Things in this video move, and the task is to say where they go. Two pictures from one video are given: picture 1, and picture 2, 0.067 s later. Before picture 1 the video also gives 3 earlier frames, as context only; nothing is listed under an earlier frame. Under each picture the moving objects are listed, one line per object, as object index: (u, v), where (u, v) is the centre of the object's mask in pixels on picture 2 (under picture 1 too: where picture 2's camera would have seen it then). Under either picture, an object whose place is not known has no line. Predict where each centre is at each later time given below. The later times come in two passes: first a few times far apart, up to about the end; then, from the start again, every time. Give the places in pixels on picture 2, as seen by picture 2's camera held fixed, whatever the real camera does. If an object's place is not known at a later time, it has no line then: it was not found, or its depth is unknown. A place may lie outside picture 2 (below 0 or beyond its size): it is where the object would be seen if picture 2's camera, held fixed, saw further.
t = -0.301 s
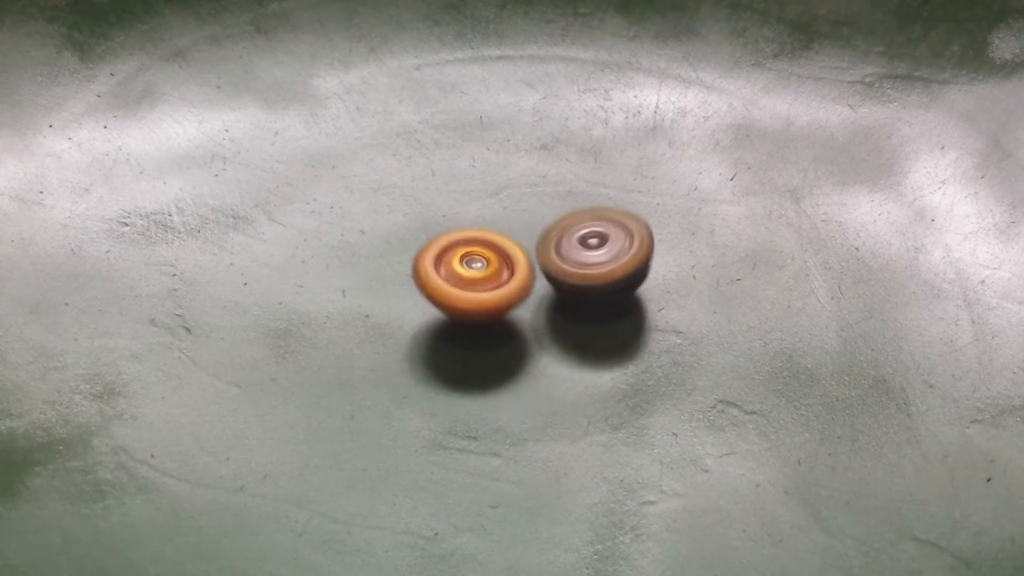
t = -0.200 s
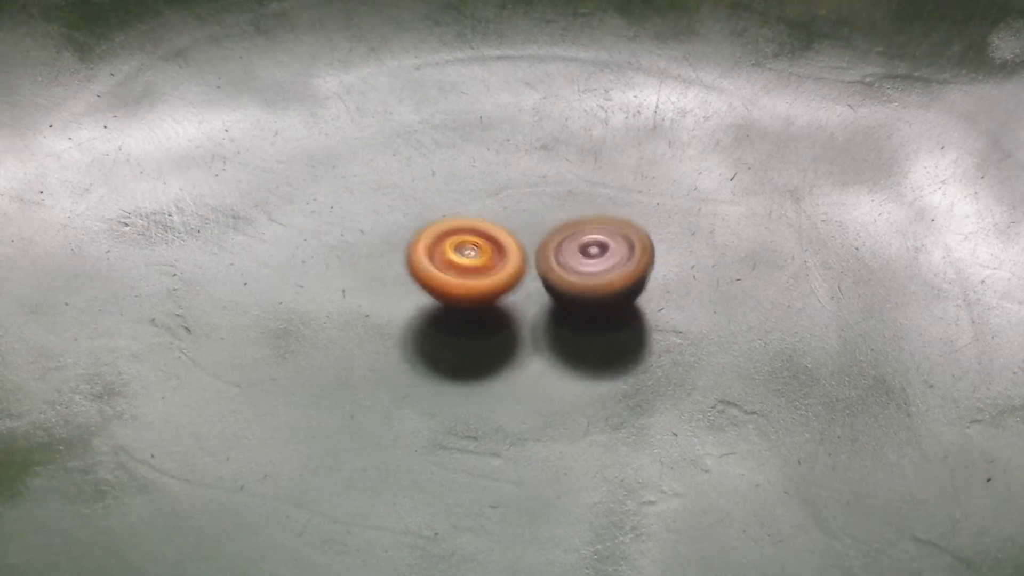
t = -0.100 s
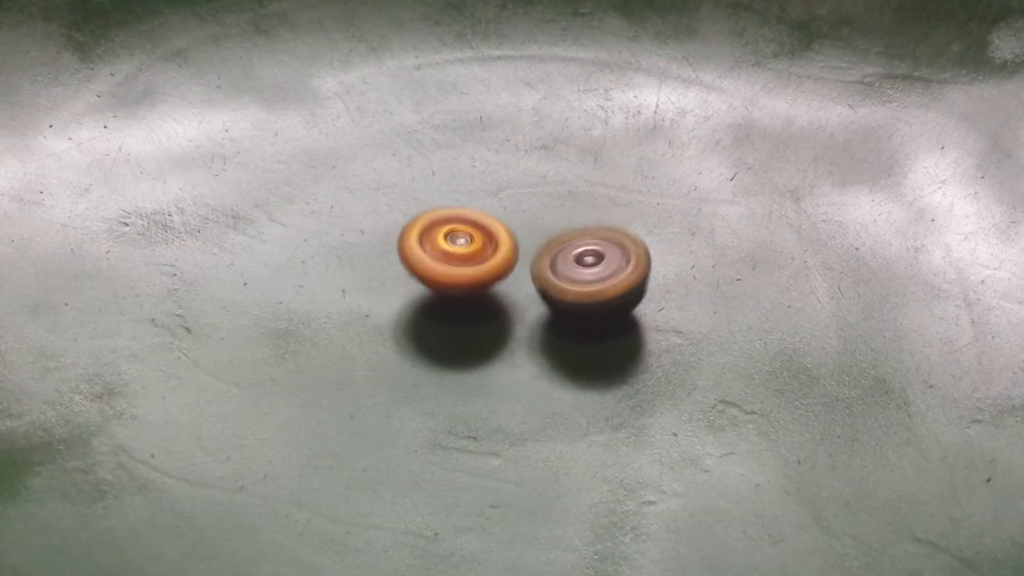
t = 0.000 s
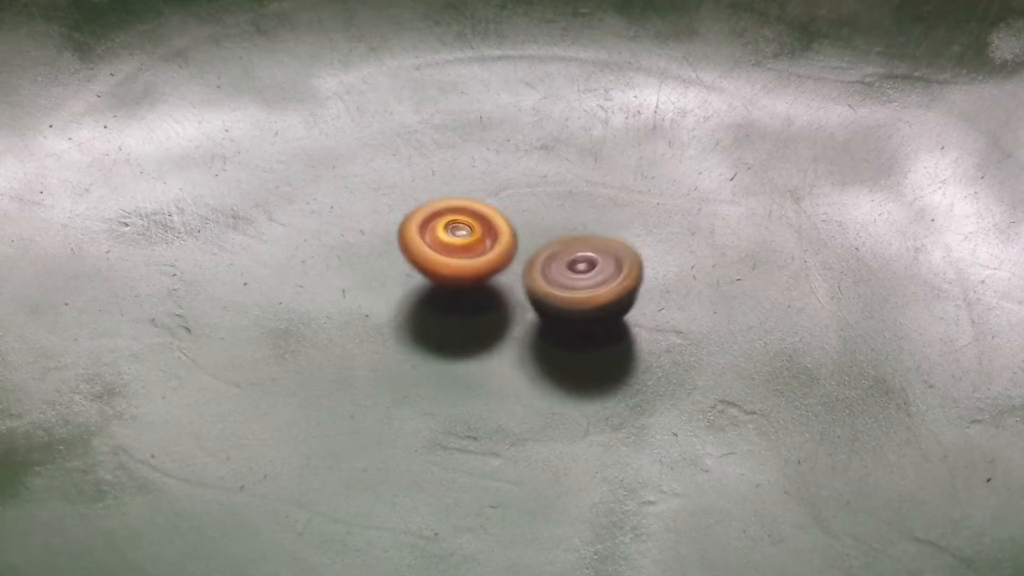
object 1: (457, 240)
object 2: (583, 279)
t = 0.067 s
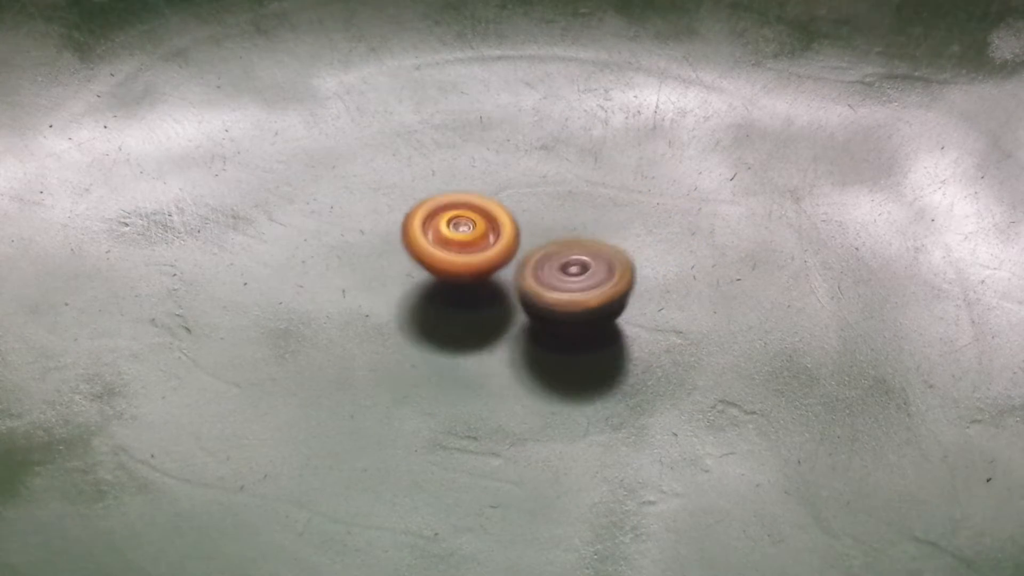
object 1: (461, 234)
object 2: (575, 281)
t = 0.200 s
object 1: (464, 223)
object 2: (557, 286)
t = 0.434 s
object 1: (476, 211)
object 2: (532, 294)
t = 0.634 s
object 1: (498, 200)
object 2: (513, 311)
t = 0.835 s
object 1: (526, 205)
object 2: (493, 317)
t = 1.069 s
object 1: (558, 230)
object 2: (478, 303)
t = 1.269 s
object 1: (584, 252)
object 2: (466, 291)
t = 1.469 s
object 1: (592, 279)
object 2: (463, 277)
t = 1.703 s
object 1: (599, 310)
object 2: (462, 263)
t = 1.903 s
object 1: (571, 325)
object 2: (481, 259)
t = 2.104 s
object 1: (544, 335)
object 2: (494, 257)
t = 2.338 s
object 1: (525, 344)
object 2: (510, 250)
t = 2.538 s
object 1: (518, 339)
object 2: (522, 253)
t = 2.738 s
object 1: (500, 343)
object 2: (547, 254)
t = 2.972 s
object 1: (505, 330)
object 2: (543, 254)
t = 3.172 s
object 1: (503, 321)
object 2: (561, 249)
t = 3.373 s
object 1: (501, 315)
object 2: (576, 245)
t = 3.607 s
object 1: (497, 305)
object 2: (584, 254)
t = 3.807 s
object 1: (480, 296)
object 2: (610, 292)
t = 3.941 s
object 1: (473, 283)
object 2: (635, 319)
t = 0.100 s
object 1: (463, 232)
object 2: (569, 281)
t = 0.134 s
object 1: (464, 231)
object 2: (566, 283)
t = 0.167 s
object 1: (465, 227)
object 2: (562, 283)
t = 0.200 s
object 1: (464, 223)
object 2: (557, 286)
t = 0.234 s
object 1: (465, 221)
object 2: (552, 286)
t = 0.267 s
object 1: (466, 219)
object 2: (550, 287)
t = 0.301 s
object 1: (468, 216)
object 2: (547, 290)
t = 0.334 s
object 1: (468, 213)
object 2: (544, 292)
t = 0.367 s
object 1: (471, 212)
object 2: (540, 293)
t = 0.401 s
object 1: (473, 211)
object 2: (536, 294)
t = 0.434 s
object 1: (476, 211)
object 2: (532, 294)
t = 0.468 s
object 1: (479, 210)
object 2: (529, 295)
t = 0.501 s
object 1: (482, 210)
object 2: (525, 295)
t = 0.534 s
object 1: (485, 208)
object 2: (521, 298)
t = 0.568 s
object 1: (490, 203)
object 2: (519, 307)
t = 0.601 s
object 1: (494, 201)
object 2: (515, 308)
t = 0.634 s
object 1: (498, 200)
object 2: (513, 311)
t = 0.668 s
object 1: (502, 200)
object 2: (510, 312)
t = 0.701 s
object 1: (508, 200)
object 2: (506, 314)
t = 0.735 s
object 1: (513, 201)
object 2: (502, 315)
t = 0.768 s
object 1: (518, 202)
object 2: (499, 318)
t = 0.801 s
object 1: (522, 204)
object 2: (495, 318)
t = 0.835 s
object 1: (526, 205)
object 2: (493, 317)
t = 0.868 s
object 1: (531, 210)
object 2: (489, 316)
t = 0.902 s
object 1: (536, 212)
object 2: (486, 316)
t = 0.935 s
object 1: (541, 216)
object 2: (483, 314)
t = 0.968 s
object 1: (544, 219)
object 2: (483, 312)
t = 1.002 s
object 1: (548, 224)
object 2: (482, 309)
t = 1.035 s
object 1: (552, 228)
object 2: (481, 304)
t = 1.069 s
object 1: (558, 230)
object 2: (478, 303)
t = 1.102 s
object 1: (565, 233)
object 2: (474, 302)
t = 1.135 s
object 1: (571, 237)
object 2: (470, 299)
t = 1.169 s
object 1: (576, 240)
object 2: (468, 297)
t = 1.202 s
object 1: (579, 244)
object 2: (467, 295)
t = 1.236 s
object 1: (581, 249)
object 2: (467, 293)
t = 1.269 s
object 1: (584, 252)
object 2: (466, 291)
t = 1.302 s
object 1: (587, 257)
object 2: (464, 288)
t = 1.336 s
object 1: (588, 262)
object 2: (463, 285)
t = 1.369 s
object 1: (590, 266)
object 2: (463, 284)
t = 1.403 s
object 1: (591, 271)
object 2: (462, 282)
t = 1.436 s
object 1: (591, 274)
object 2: (463, 280)
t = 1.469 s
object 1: (592, 279)
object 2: (463, 277)
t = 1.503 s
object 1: (597, 285)
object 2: (458, 274)
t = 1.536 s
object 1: (600, 290)
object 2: (458, 272)
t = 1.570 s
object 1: (601, 294)
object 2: (457, 270)
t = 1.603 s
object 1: (602, 299)
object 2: (457, 267)
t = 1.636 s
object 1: (602, 303)
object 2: (459, 267)
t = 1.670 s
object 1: (600, 307)
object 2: (460, 264)
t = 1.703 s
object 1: (599, 310)
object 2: (462, 263)
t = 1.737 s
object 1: (596, 315)
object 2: (465, 262)
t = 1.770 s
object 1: (591, 317)
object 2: (468, 260)
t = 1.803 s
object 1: (587, 320)
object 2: (471, 259)
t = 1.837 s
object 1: (581, 322)
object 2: (474, 259)
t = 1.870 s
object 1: (576, 323)
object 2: (478, 259)
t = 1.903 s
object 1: (571, 325)
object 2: (481, 259)
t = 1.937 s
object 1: (564, 325)
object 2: (484, 259)
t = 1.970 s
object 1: (561, 329)
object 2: (486, 259)
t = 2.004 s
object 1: (556, 332)
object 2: (489, 258)
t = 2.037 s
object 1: (552, 333)
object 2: (490, 259)
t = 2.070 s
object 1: (549, 335)
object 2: (491, 259)
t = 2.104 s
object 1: (544, 335)
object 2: (494, 257)
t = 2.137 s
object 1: (539, 335)
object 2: (496, 256)
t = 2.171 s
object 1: (537, 336)
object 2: (498, 255)
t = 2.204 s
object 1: (534, 337)
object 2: (501, 255)
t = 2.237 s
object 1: (532, 336)
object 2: (504, 253)
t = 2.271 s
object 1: (529, 338)
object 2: (505, 252)
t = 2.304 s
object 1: (526, 342)
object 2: (506, 251)
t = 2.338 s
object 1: (525, 344)
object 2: (510, 250)
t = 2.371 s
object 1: (523, 344)
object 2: (513, 250)
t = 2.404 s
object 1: (522, 344)
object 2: (515, 250)
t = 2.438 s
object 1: (520, 342)
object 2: (517, 250)
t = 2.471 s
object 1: (519, 341)
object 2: (518, 250)
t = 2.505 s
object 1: (518, 340)
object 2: (520, 251)
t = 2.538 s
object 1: (518, 339)
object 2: (522, 253)
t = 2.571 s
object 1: (515, 337)
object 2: (523, 253)
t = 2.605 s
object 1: (514, 337)
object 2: (527, 253)
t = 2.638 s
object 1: (511, 338)
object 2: (532, 254)
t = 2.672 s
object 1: (503, 342)
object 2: (540, 252)
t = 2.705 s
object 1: (501, 342)
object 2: (544, 252)
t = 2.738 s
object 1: (500, 343)
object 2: (547, 254)
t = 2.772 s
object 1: (499, 343)
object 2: (546, 255)
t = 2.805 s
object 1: (500, 342)
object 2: (542, 257)
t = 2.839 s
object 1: (499, 341)
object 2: (538, 255)
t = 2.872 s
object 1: (500, 340)
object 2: (538, 256)
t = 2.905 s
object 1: (500, 337)
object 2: (538, 255)
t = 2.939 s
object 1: (502, 333)
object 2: (541, 254)
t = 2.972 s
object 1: (505, 330)
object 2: (543, 254)
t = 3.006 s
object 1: (506, 326)
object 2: (544, 254)
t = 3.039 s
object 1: (506, 325)
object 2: (546, 254)
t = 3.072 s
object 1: (506, 322)
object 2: (549, 254)
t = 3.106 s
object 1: (506, 321)
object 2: (552, 251)
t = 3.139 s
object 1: (505, 321)
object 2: (557, 249)
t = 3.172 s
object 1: (503, 321)
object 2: (561, 249)
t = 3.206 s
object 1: (501, 321)
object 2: (564, 246)
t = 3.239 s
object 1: (500, 320)
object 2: (567, 245)
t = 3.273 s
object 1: (501, 319)
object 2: (570, 244)
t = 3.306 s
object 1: (501, 318)
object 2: (574, 245)
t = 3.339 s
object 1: (501, 318)
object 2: (575, 245)
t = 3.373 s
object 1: (501, 315)
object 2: (576, 245)
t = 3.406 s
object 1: (502, 314)
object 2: (575, 246)
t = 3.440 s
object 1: (504, 312)
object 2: (574, 246)
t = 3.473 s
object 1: (505, 310)
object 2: (573, 245)
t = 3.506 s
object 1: (507, 308)
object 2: (573, 247)
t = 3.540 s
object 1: (504, 306)
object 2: (575, 248)
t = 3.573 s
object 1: (499, 307)
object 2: (579, 251)
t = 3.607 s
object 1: (497, 305)
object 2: (584, 254)
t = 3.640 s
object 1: (495, 304)
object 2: (587, 258)
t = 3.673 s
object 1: (495, 303)
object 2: (590, 262)
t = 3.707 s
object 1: (489, 301)
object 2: (592, 266)
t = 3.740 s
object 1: (485, 300)
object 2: (598, 276)
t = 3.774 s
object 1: (482, 298)
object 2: (603, 286)
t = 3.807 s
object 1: (480, 296)
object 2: (610, 292)
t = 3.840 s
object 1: (477, 293)
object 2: (618, 299)
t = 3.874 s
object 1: (475, 290)
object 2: (623, 307)
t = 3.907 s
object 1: (473, 286)
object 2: (628, 313)
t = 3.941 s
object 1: (473, 283)
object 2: (635, 319)
